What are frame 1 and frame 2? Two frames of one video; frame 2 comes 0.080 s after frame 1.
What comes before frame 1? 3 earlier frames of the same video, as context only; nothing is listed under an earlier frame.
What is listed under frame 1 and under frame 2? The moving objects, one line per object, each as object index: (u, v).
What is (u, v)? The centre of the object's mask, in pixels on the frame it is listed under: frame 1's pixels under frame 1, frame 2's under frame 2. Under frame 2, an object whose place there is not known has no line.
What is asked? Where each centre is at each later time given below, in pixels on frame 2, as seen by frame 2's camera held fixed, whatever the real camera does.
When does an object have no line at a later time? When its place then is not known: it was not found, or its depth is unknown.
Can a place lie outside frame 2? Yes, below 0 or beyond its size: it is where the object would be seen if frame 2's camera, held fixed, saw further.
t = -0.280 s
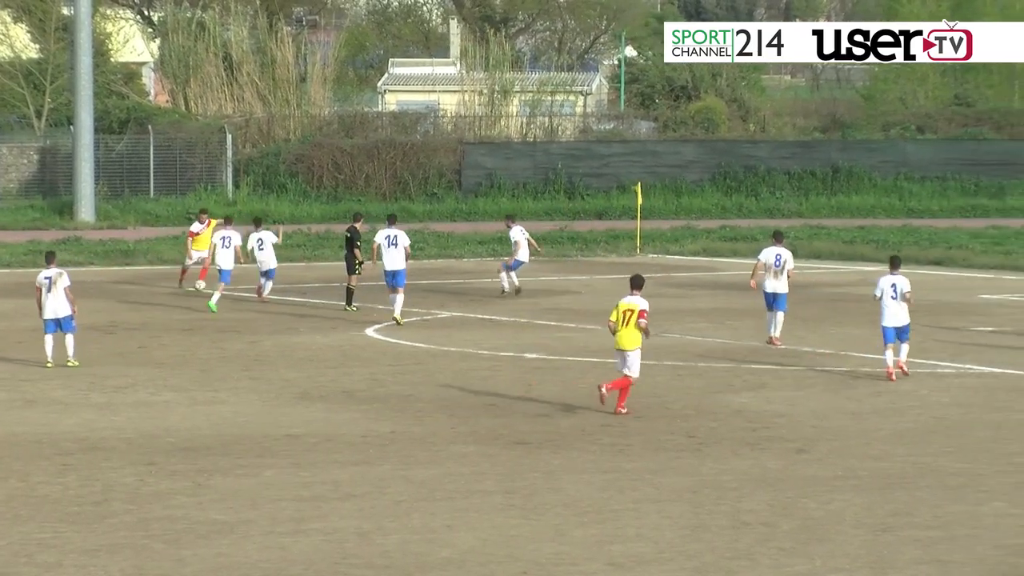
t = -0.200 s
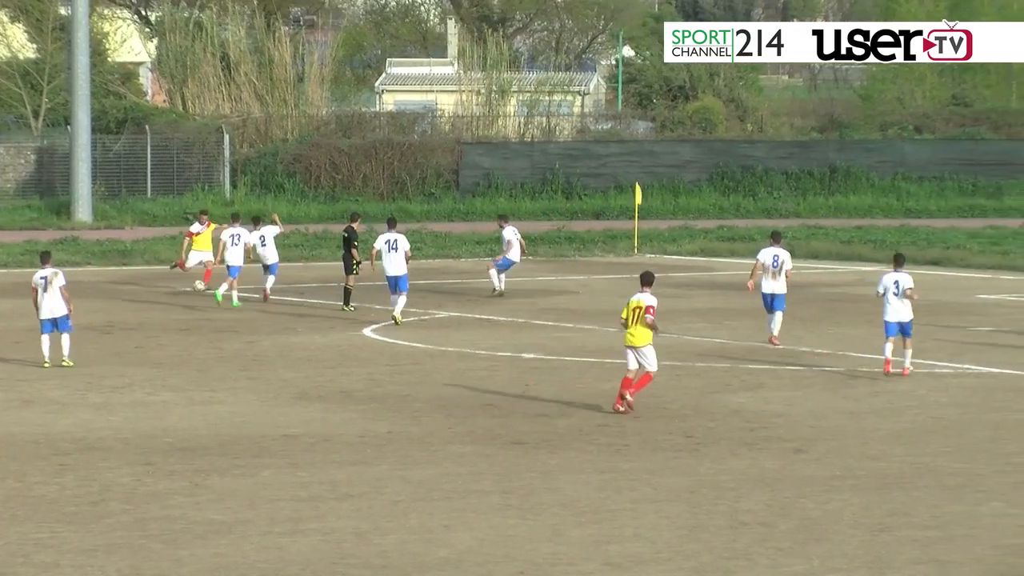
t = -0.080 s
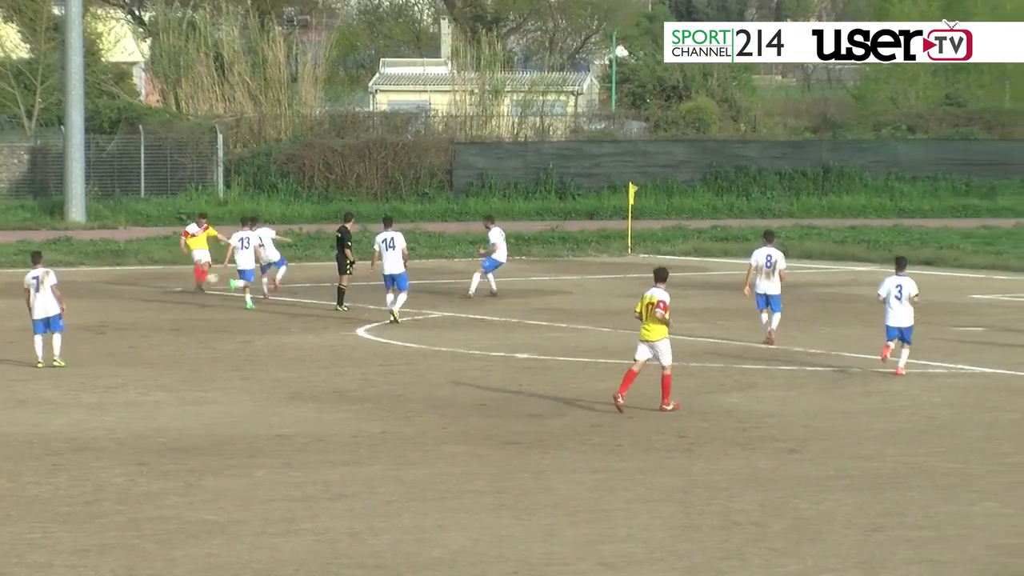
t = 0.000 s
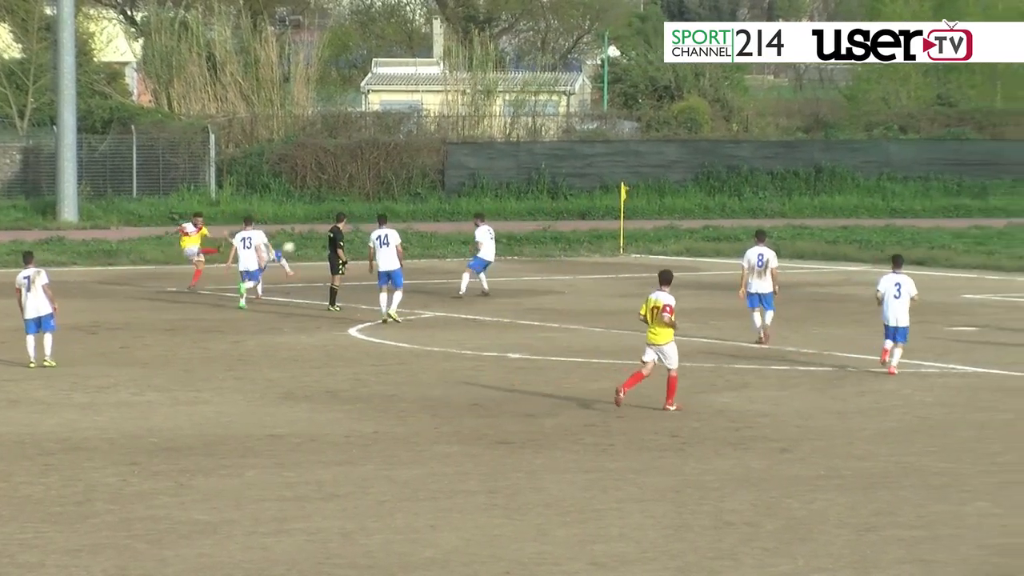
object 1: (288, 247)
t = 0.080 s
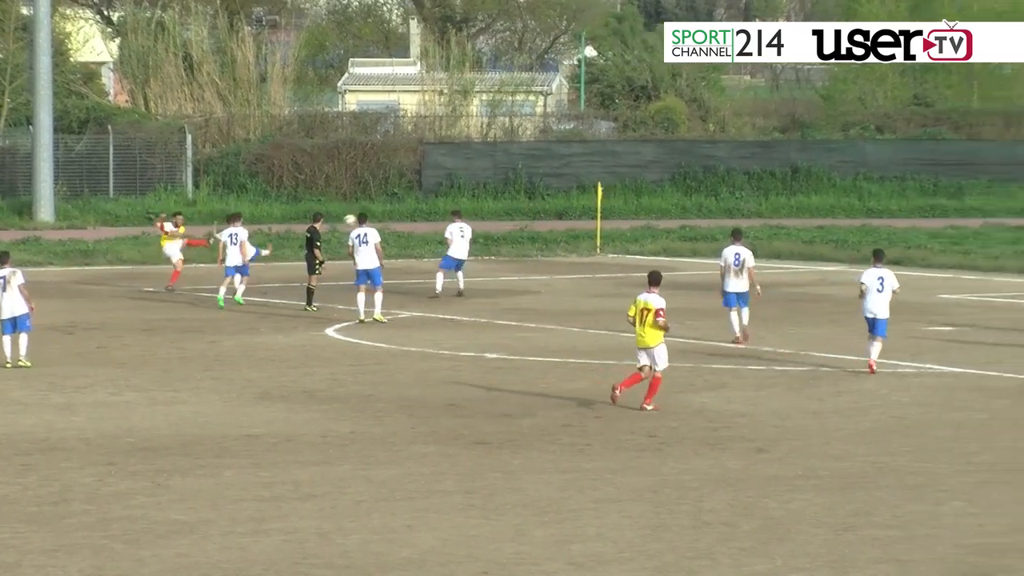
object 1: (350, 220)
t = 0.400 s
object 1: (694, 153)
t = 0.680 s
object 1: (1007, 144)
